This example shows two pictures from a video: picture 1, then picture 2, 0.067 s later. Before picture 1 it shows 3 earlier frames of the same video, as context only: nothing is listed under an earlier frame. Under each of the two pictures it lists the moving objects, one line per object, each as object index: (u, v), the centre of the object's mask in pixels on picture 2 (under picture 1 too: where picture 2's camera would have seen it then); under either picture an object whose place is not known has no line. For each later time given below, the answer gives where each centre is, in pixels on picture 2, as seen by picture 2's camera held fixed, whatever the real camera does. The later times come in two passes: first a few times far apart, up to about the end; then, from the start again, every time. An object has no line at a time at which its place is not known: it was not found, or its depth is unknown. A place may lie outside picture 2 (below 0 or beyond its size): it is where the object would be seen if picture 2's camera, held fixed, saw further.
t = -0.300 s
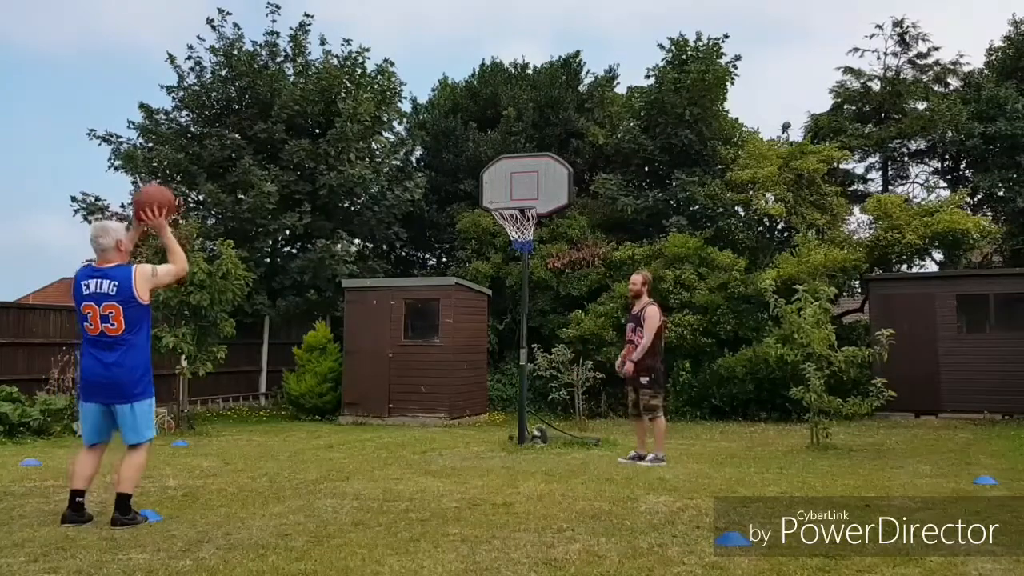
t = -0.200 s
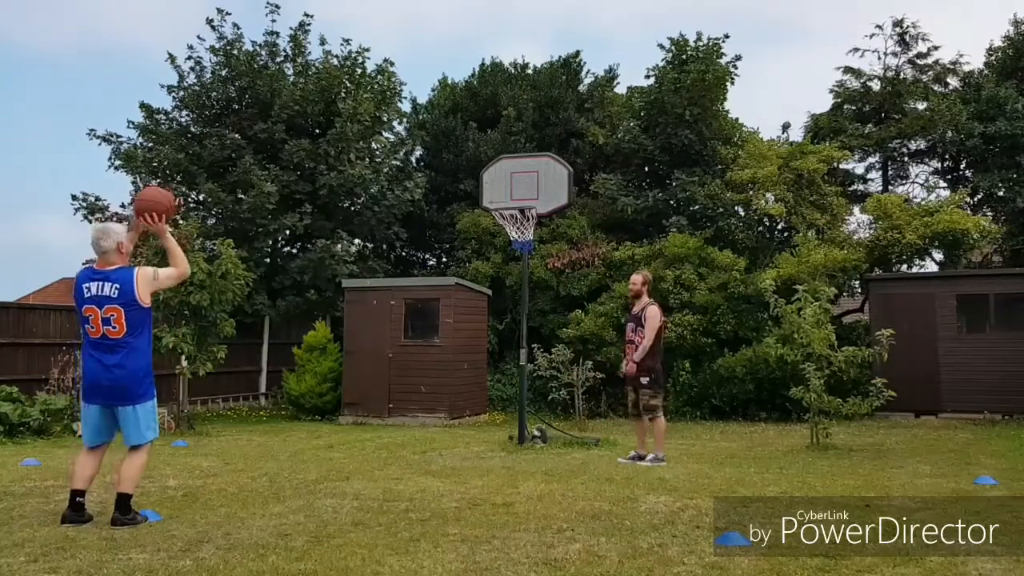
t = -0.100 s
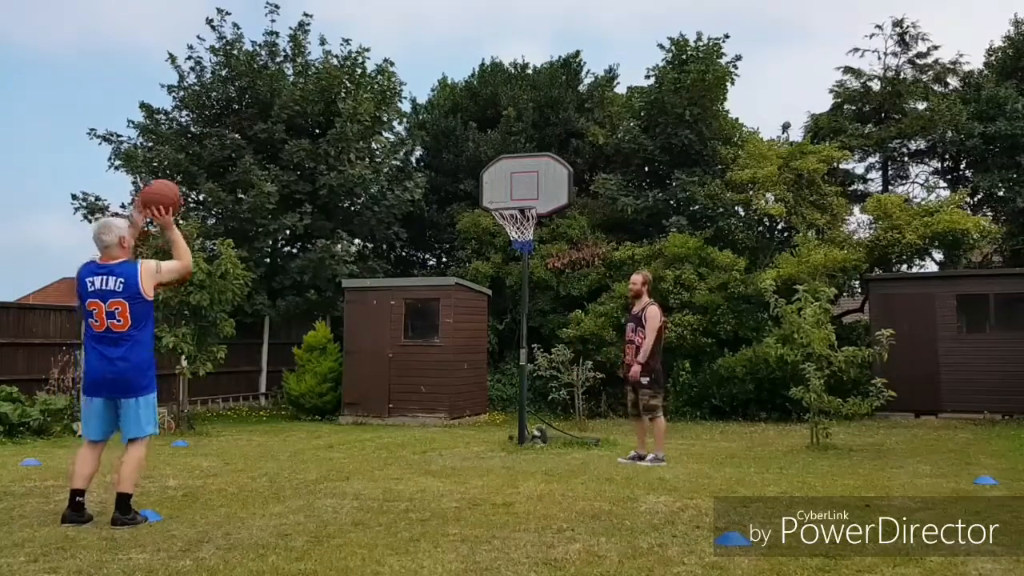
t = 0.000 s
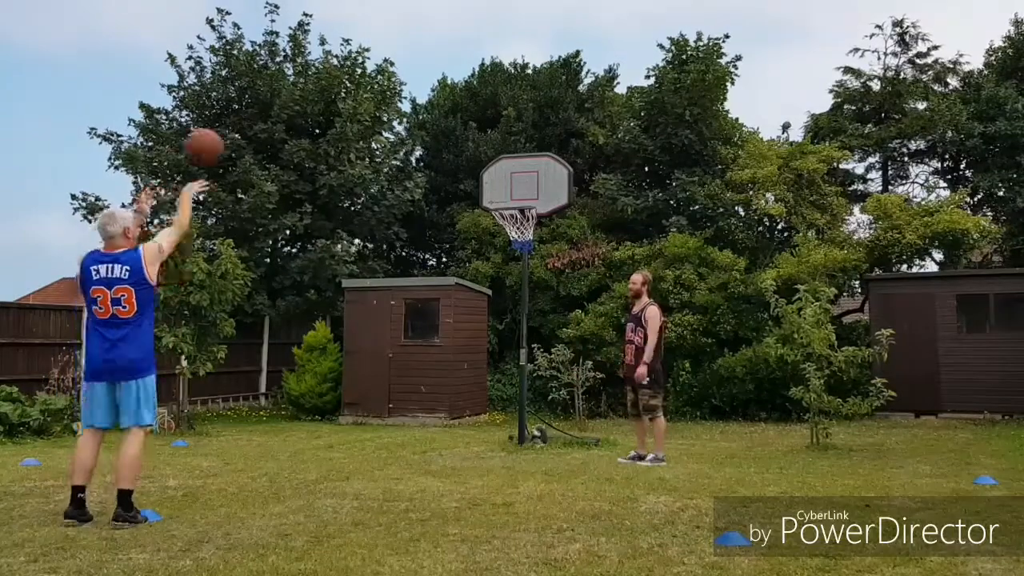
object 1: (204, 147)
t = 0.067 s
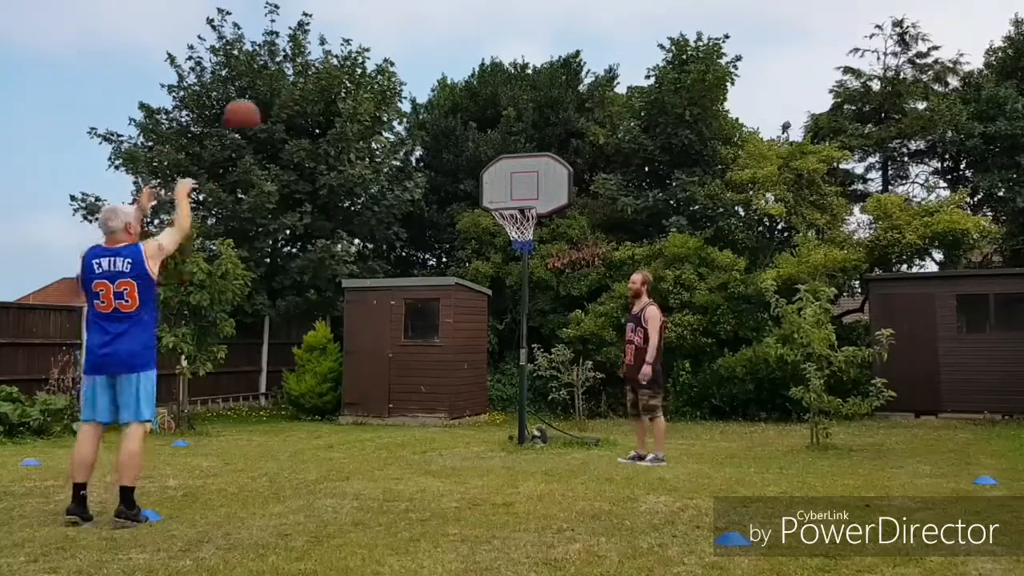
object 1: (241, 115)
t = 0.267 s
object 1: (334, 73)
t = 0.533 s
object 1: (426, 91)
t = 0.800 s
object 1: (495, 169)
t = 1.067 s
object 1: (528, 262)
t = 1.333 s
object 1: (537, 394)
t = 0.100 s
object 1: (260, 104)
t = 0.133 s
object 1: (274, 95)
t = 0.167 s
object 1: (292, 86)
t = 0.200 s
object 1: (307, 82)
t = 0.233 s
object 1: (320, 75)
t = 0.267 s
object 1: (334, 73)
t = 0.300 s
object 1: (348, 70)
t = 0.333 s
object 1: (360, 69)
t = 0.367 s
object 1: (372, 71)
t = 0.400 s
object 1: (384, 73)
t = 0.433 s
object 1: (395, 75)
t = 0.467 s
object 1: (406, 79)
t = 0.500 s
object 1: (416, 84)
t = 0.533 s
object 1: (426, 91)
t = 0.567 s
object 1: (437, 97)
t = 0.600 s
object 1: (446, 105)
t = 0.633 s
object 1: (454, 115)
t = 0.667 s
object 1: (462, 125)
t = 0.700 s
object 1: (471, 135)
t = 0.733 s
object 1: (480, 144)
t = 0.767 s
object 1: (487, 156)
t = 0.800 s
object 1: (495, 169)
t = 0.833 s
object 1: (502, 184)
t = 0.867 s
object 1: (509, 196)
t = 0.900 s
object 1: (517, 209)
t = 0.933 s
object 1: (521, 221)
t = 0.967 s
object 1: (524, 234)
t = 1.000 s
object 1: (526, 241)
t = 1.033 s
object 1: (526, 252)
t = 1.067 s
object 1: (528, 262)
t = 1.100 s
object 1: (529, 276)
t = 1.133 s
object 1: (529, 290)
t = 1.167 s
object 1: (531, 305)
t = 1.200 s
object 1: (532, 321)
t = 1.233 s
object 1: (534, 337)
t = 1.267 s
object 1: (535, 355)
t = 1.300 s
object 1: (537, 374)
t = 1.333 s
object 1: (537, 394)
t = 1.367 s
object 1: (538, 416)
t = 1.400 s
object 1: (539, 439)
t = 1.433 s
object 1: (539, 437)
